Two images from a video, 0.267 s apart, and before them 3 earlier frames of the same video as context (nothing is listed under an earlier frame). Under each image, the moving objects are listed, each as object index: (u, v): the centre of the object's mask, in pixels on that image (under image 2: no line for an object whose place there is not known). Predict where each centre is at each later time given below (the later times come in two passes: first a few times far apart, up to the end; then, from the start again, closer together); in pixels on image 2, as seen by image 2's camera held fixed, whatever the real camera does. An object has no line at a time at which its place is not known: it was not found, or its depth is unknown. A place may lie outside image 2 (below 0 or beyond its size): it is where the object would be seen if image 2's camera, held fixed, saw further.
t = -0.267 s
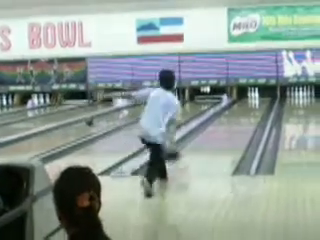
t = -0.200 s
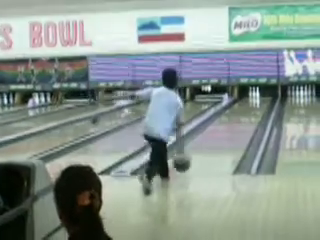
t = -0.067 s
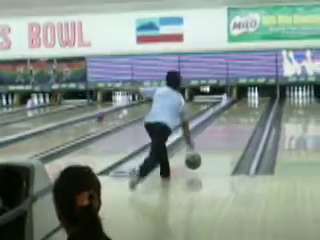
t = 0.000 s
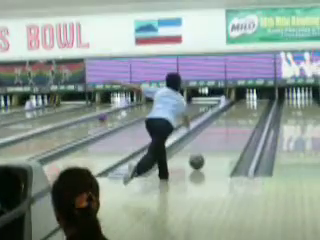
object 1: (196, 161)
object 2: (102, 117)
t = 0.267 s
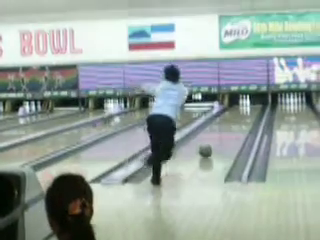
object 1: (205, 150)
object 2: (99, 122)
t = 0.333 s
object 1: (208, 147)
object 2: (100, 122)
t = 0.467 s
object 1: (213, 141)
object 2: (111, 119)
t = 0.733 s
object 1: (221, 132)
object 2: (125, 115)
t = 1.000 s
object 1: (228, 124)
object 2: (128, 113)
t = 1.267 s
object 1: (232, 119)
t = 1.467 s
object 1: (236, 115)
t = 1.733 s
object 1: (240, 112)
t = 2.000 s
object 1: (243, 106)
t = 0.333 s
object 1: (208, 147)
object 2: (100, 122)
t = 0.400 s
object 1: (211, 144)
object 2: (101, 122)
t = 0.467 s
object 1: (213, 141)
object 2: (111, 119)
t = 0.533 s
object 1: (216, 138)
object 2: (119, 116)
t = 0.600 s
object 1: (218, 136)
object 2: (121, 116)
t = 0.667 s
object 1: (219, 133)
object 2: (125, 116)
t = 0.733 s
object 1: (221, 132)
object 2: (125, 115)
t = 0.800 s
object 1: (223, 129)
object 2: (126, 114)
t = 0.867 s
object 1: (225, 128)
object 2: (125, 115)
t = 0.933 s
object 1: (227, 126)
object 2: (125, 115)
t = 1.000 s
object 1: (228, 124)
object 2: (128, 113)
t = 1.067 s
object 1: (229, 122)
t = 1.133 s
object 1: (231, 121)
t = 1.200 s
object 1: (232, 120)
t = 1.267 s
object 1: (232, 119)
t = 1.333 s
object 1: (235, 116)
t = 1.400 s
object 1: (235, 116)
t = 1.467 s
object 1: (236, 115)
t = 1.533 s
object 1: (234, 119)
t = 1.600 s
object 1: (240, 113)
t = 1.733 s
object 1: (240, 112)
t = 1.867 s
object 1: (241, 108)
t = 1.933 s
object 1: (241, 109)
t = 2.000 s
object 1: (243, 106)
